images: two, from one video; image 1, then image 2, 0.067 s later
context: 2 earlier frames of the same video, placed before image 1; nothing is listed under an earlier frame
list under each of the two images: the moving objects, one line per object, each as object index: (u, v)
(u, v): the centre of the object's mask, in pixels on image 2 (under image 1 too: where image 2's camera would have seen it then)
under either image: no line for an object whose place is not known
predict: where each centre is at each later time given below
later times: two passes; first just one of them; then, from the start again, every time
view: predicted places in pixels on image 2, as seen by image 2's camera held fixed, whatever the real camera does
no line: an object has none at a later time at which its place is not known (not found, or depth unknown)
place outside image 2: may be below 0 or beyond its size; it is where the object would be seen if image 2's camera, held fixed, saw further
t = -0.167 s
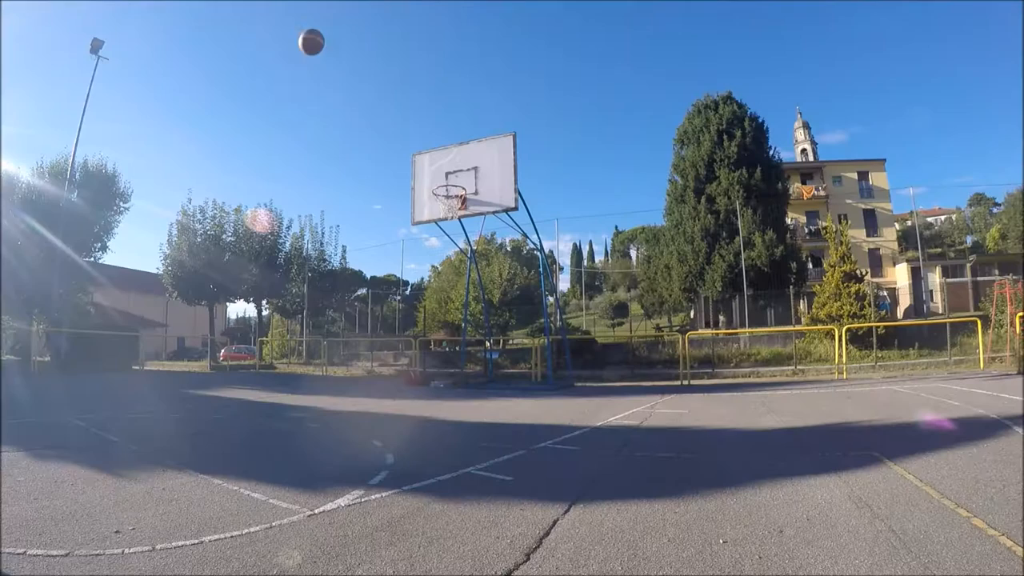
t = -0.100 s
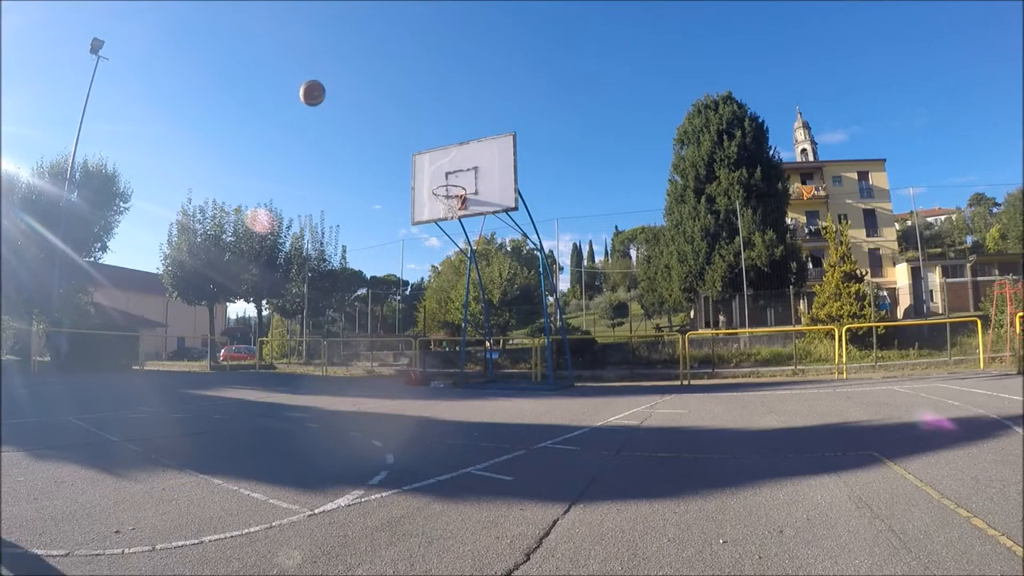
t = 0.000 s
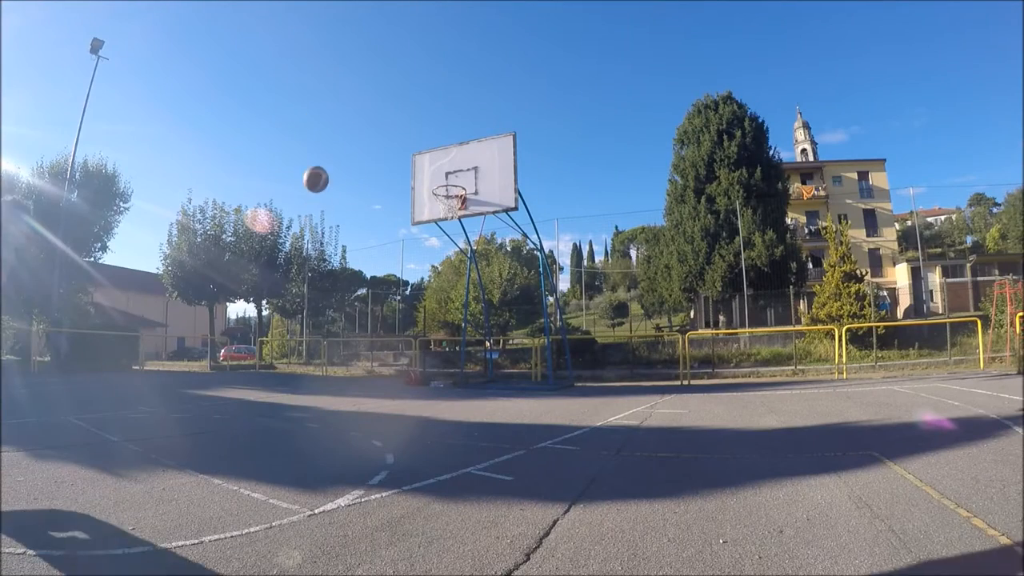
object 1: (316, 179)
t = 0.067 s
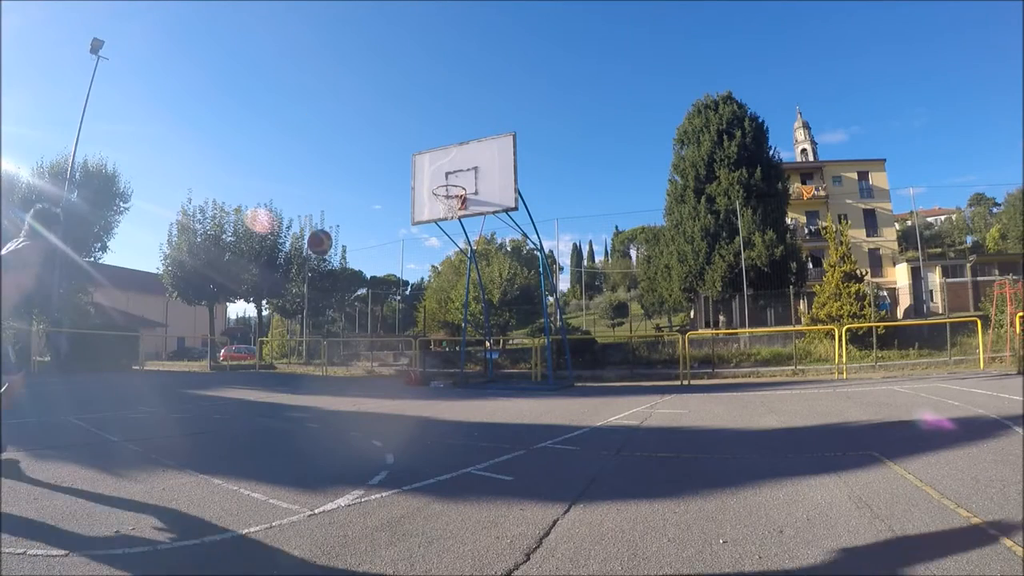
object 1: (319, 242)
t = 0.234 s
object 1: (336, 407)
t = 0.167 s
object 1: (328, 341)
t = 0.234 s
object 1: (336, 407)
